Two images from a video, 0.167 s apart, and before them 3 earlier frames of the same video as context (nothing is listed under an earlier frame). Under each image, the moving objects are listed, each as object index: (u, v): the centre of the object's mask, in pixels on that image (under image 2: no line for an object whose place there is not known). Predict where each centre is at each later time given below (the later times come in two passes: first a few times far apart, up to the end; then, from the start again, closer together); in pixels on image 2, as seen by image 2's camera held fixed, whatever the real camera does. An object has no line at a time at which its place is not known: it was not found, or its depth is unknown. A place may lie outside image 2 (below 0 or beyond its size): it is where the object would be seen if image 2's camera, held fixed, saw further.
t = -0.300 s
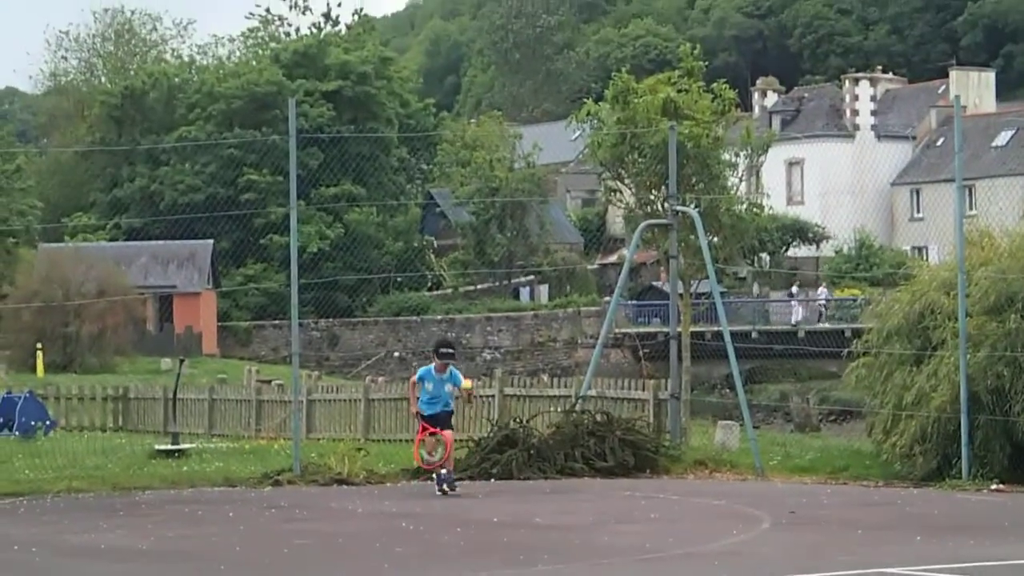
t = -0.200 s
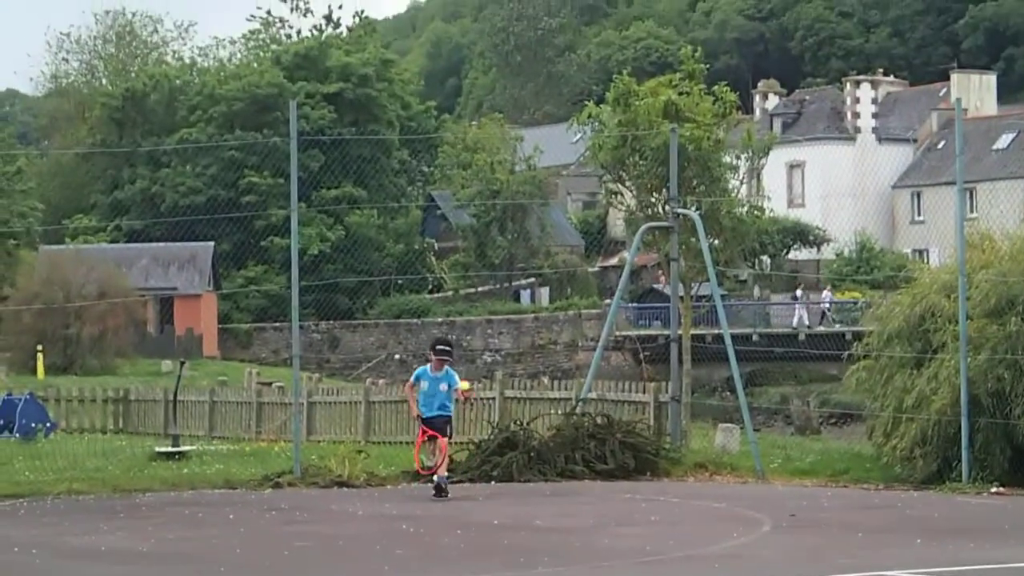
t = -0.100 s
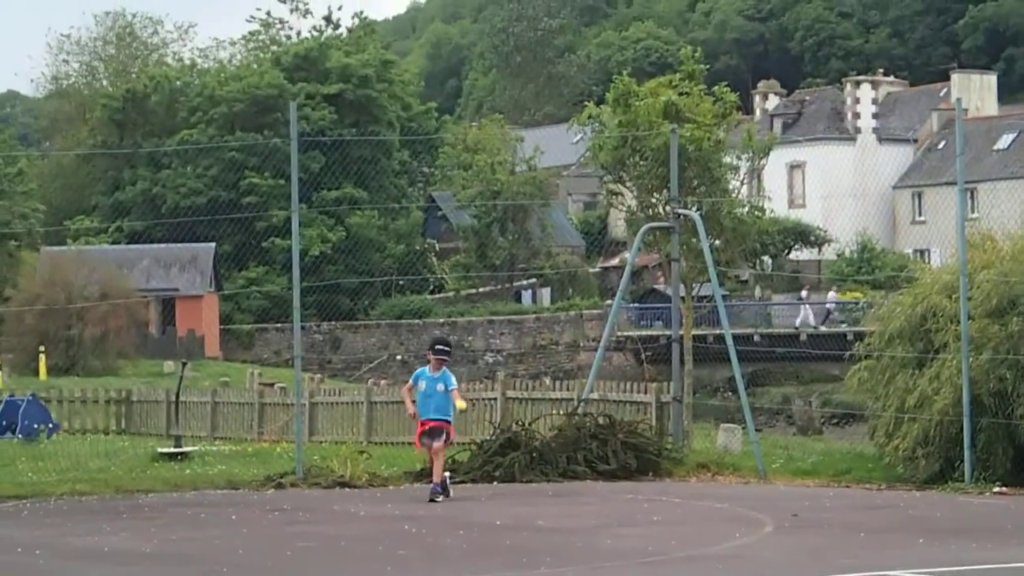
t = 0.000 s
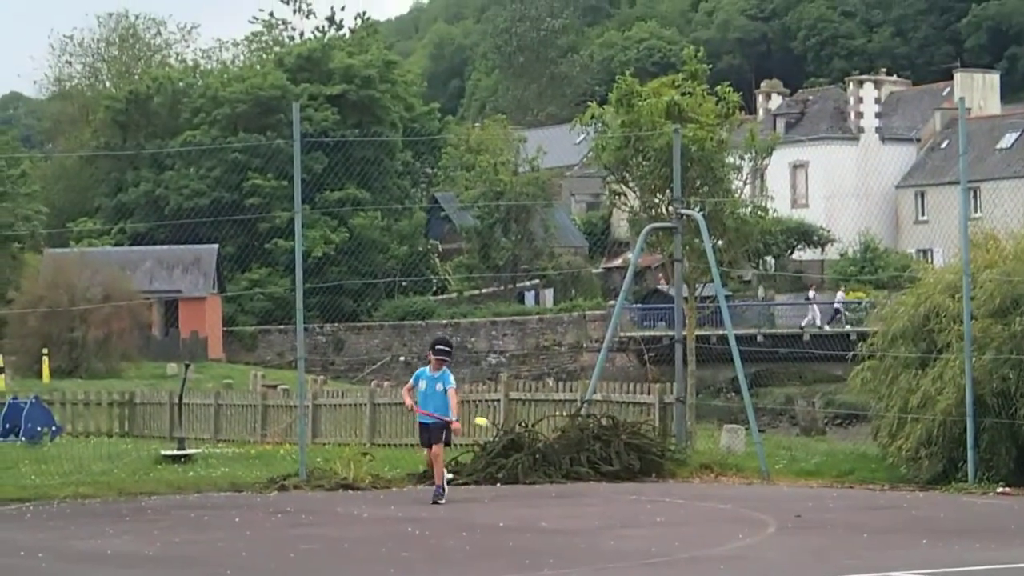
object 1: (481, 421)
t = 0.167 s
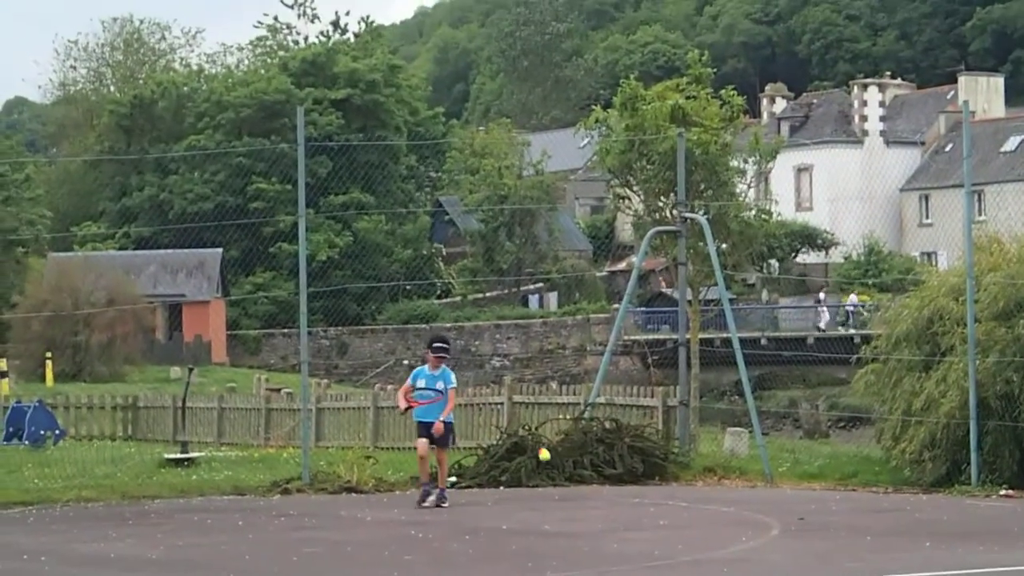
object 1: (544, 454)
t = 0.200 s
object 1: (555, 465)
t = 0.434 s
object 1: (633, 469)
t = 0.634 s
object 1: (694, 458)
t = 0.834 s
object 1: (760, 506)
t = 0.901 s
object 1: (780, 497)
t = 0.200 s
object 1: (555, 465)
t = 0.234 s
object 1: (568, 478)
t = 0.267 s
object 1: (579, 491)
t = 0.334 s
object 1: (602, 496)
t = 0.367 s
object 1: (612, 486)
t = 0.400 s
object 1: (622, 478)
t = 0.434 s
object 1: (633, 469)
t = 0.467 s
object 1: (643, 464)
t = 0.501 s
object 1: (653, 460)
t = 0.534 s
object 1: (663, 457)
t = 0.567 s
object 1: (674, 455)
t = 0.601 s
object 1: (683, 456)
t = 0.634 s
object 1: (694, 458)
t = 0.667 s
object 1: (705, 462)
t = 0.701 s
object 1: (716, 467)
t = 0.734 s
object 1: (727, 475)
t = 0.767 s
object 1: (738, 483)
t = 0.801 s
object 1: (749, 494)
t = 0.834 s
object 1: (760, 506)
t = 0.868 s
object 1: (770, 506)
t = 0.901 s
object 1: (780, 497)
